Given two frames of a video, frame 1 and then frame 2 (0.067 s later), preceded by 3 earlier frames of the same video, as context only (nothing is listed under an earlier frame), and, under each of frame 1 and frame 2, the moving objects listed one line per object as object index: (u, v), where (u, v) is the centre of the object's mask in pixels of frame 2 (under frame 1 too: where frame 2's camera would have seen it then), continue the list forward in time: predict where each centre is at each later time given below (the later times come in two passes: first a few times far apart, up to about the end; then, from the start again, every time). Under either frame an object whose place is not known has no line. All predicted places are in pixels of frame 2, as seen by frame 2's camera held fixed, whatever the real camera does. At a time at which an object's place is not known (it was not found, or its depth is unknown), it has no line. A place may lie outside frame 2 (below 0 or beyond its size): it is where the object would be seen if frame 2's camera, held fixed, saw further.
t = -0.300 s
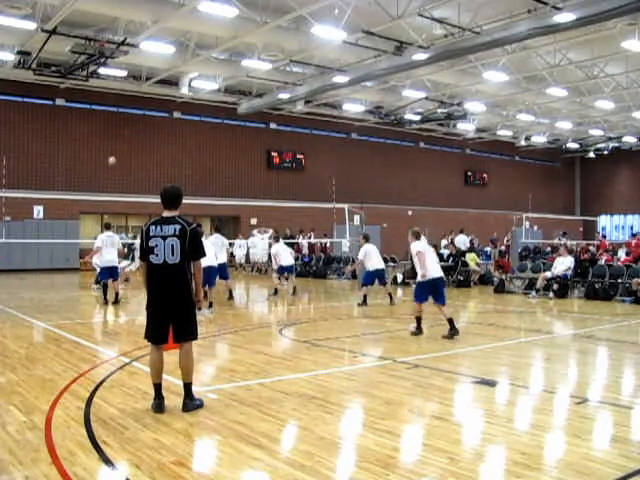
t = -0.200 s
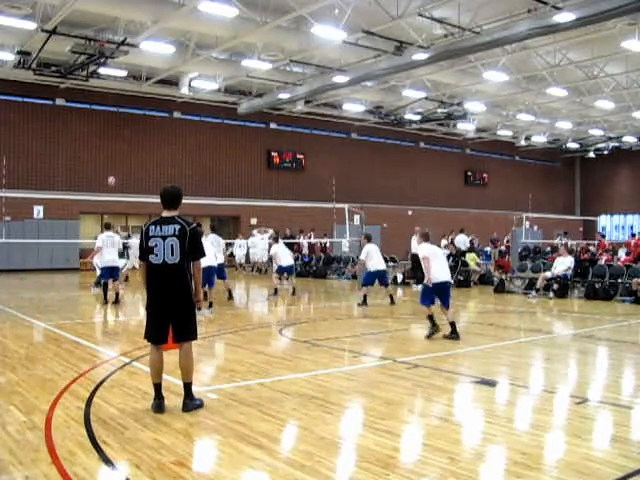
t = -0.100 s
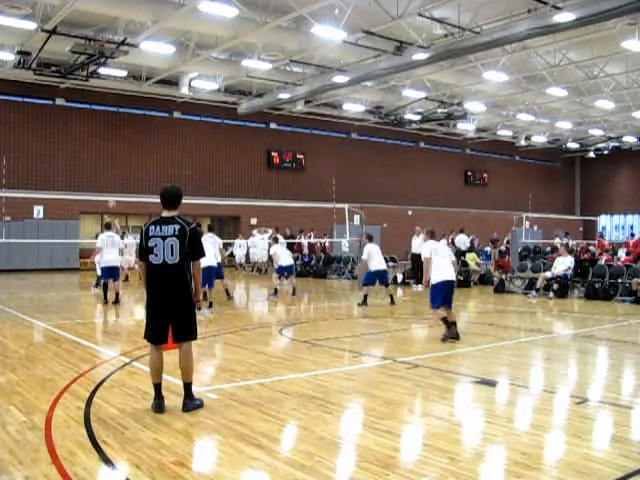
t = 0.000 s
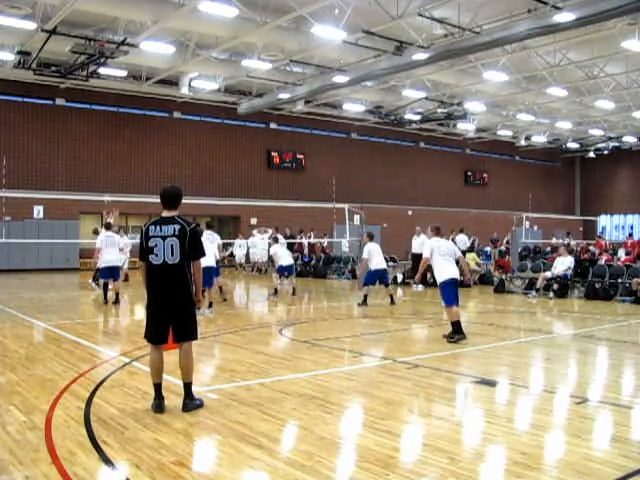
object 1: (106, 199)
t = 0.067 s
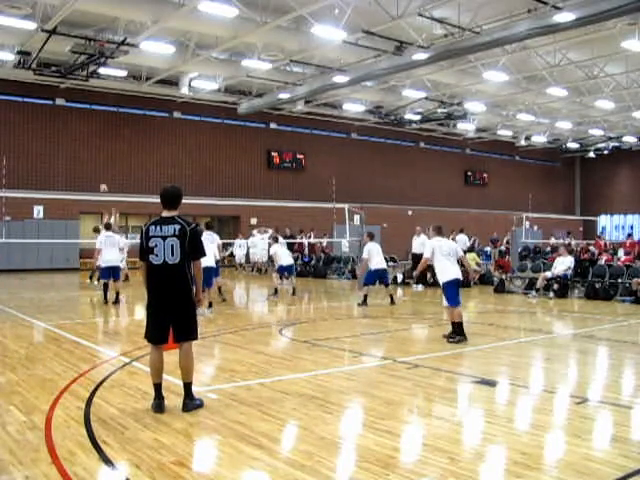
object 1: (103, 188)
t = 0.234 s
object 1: (93, 166)
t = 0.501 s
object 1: (78, 151)
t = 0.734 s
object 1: (64, 158)
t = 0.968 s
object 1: (48, 186)
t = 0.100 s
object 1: (101, 183)
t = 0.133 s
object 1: (99, 178)
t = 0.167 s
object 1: (98, 174)
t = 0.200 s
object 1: (96, 170)
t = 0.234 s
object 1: (93, 166)
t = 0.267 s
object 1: (92, 163)
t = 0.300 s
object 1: (90, 160)
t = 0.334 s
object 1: (88, 157)
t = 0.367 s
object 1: (86, 155)
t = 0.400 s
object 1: (84, 153)
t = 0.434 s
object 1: (82, 152)
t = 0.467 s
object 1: (80, 151)
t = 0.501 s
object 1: (78, 151)
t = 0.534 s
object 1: (76, 150)
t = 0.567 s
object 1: (74, 151)
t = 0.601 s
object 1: (72, 151)
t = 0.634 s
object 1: (70, 152)
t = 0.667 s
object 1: (68, 153)
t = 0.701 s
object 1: (66, 155)
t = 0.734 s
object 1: (64, 158)
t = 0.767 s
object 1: (61, 160)
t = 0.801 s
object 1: (60, 163)
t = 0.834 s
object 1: (57, 167)
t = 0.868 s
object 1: (55, 171)
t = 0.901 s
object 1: (53, 176)
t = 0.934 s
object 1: (51, 181)
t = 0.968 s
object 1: (48, 186)
